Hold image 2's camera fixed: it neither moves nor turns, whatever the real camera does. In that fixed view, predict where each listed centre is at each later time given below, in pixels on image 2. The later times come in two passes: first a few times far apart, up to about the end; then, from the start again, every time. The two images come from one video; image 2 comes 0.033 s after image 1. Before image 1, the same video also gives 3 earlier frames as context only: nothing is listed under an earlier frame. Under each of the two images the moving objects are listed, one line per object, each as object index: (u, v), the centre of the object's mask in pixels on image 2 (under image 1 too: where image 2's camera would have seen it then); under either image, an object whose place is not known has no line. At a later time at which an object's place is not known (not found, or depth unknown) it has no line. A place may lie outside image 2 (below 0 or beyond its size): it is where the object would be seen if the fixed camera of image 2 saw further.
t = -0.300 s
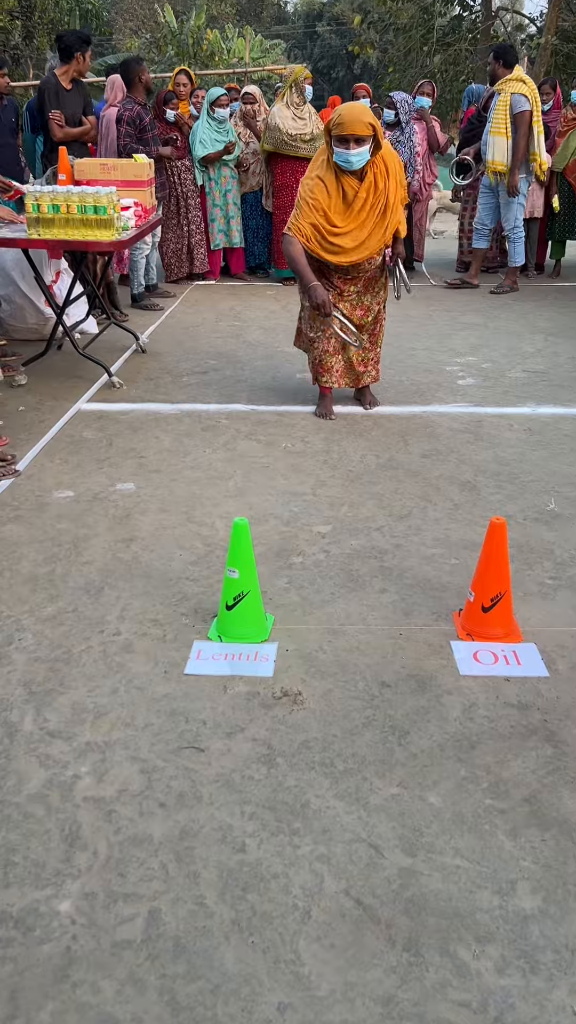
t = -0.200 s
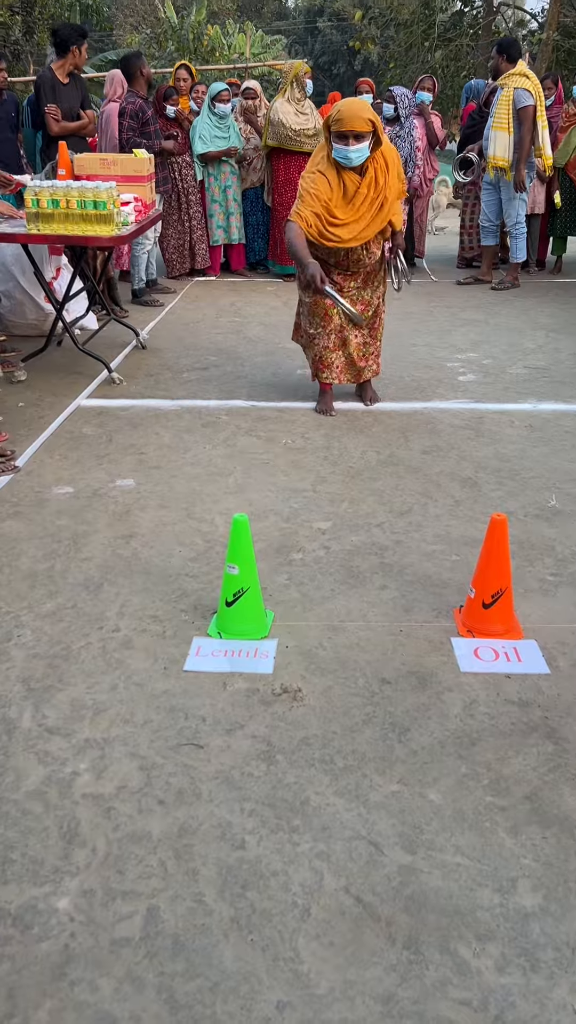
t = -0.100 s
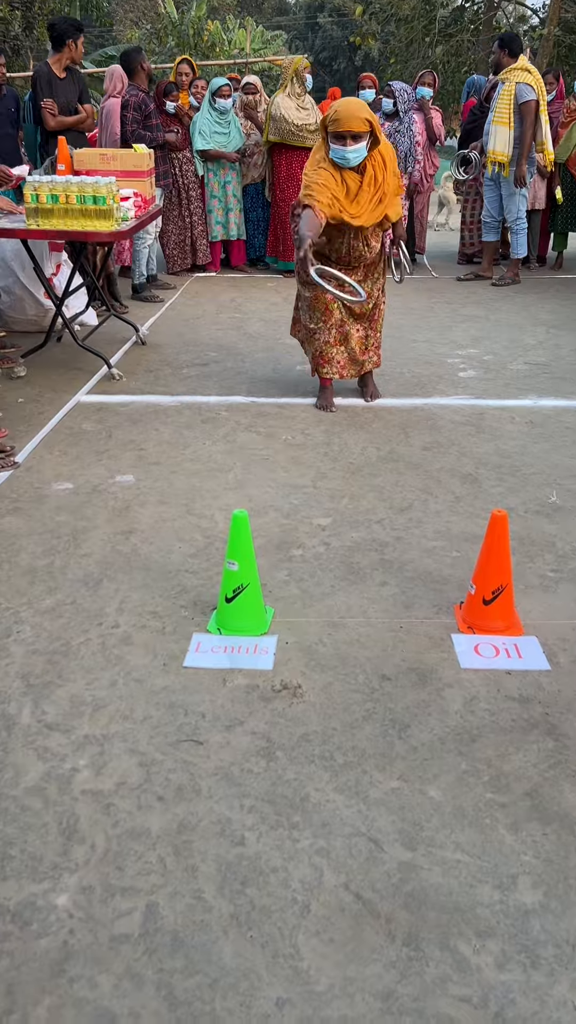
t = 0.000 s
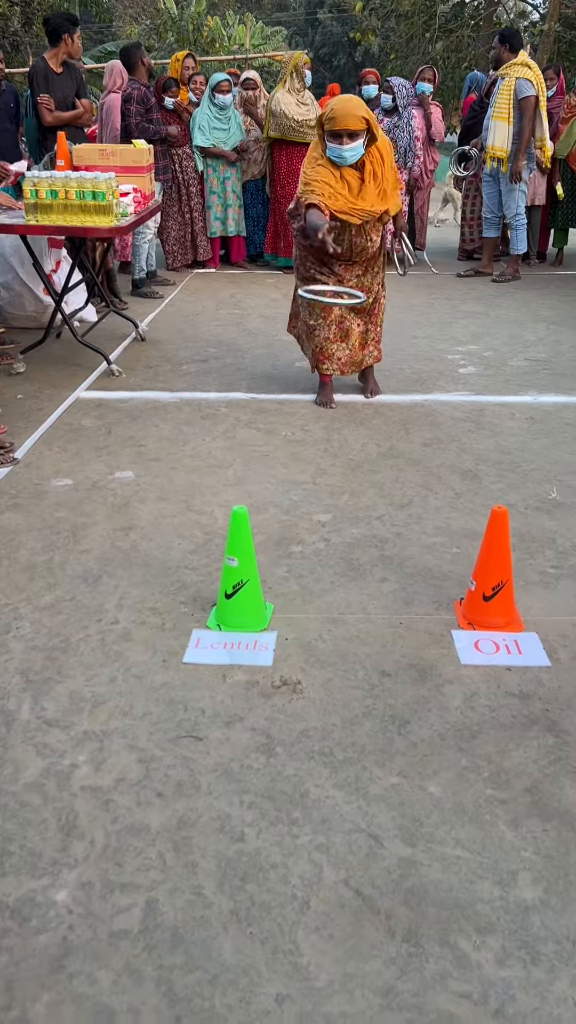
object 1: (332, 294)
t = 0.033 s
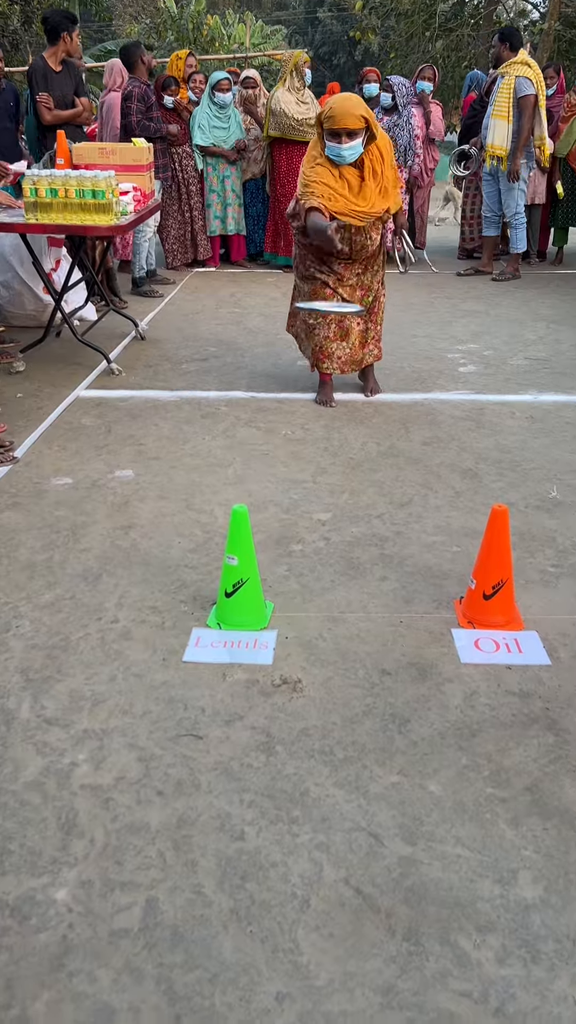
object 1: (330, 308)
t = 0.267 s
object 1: (302, 560)
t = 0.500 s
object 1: (257, 726)
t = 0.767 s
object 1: (220, 758)
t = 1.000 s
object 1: (171, 796)
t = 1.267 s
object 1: (145, 770)
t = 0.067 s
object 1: (326, 326)
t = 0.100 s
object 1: (322, 350)
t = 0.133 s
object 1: (321, 379)
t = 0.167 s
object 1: (316, 415)
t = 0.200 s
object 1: (313, 455)
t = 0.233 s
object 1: (307, 505)
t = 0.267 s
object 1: (302, 560)
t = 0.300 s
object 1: (299, 624)
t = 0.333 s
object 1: (293, 692)
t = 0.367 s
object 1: (286, 709)
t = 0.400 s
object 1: (280, 711)
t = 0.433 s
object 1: (272, 710)
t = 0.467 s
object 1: (264, 715)
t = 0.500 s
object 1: (257, 726)
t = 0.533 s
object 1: (249, 729)
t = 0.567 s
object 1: (243, 736)
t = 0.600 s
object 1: (238, 742)
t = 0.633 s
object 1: (234, 746)
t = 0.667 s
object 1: (231, 749)
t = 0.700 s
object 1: (228, 752)
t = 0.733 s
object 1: (224, 754)
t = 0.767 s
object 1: (220, 758)
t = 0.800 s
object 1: (214, 763)
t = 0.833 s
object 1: (207, 769)
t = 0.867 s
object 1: (198, 778)
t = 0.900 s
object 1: (189, 790)
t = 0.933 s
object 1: (181, 801)
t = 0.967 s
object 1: (175, 807)
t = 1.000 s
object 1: (171, 796)
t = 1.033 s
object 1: (168, 784)
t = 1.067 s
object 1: (163, 775)
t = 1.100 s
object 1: (161, 770)
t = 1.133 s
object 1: (160, 766)
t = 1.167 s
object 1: (158, 764)
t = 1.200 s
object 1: (156, 766)
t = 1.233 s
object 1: (151, 767)
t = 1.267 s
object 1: (145, 770)
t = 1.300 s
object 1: (139, 777)
